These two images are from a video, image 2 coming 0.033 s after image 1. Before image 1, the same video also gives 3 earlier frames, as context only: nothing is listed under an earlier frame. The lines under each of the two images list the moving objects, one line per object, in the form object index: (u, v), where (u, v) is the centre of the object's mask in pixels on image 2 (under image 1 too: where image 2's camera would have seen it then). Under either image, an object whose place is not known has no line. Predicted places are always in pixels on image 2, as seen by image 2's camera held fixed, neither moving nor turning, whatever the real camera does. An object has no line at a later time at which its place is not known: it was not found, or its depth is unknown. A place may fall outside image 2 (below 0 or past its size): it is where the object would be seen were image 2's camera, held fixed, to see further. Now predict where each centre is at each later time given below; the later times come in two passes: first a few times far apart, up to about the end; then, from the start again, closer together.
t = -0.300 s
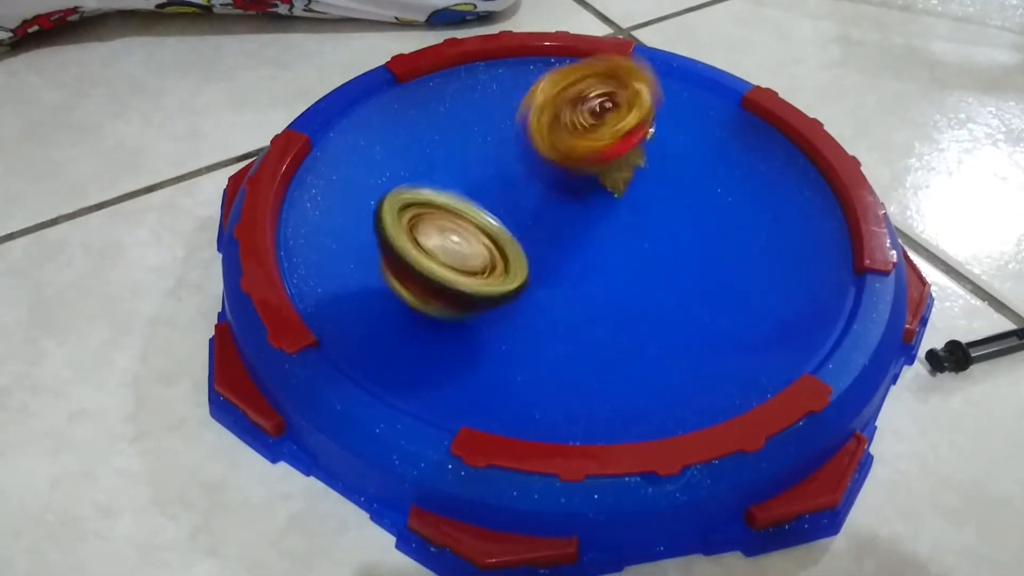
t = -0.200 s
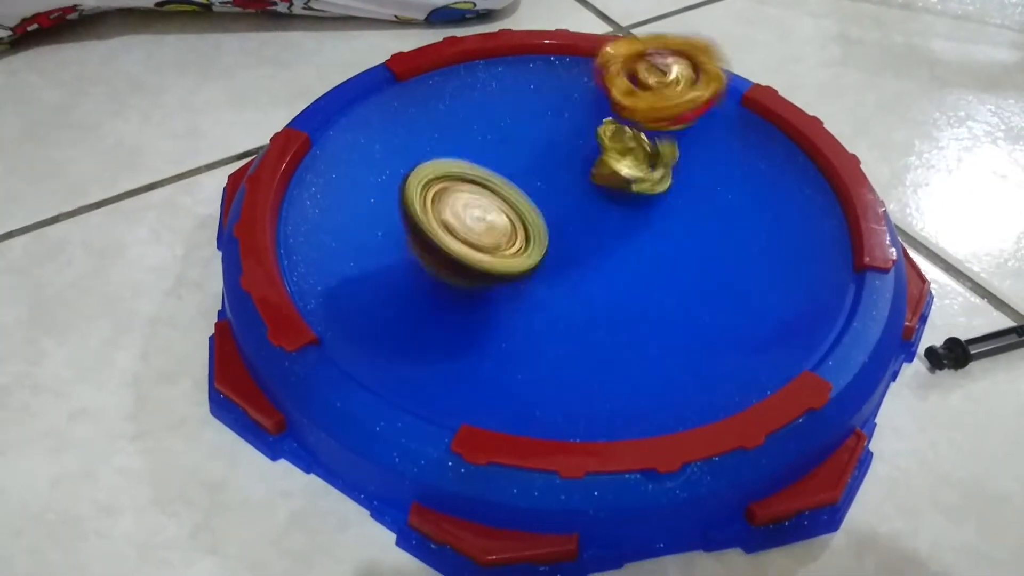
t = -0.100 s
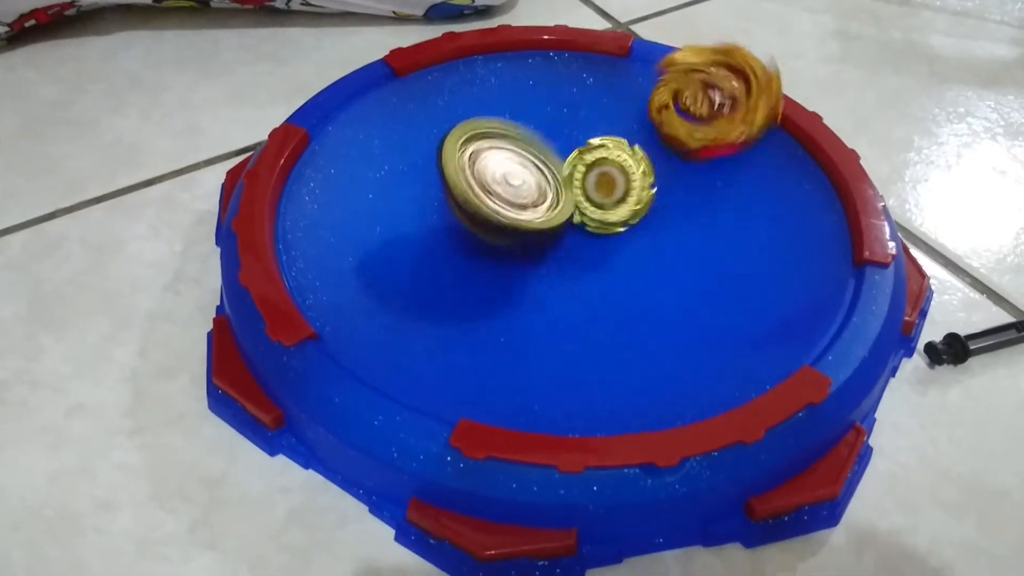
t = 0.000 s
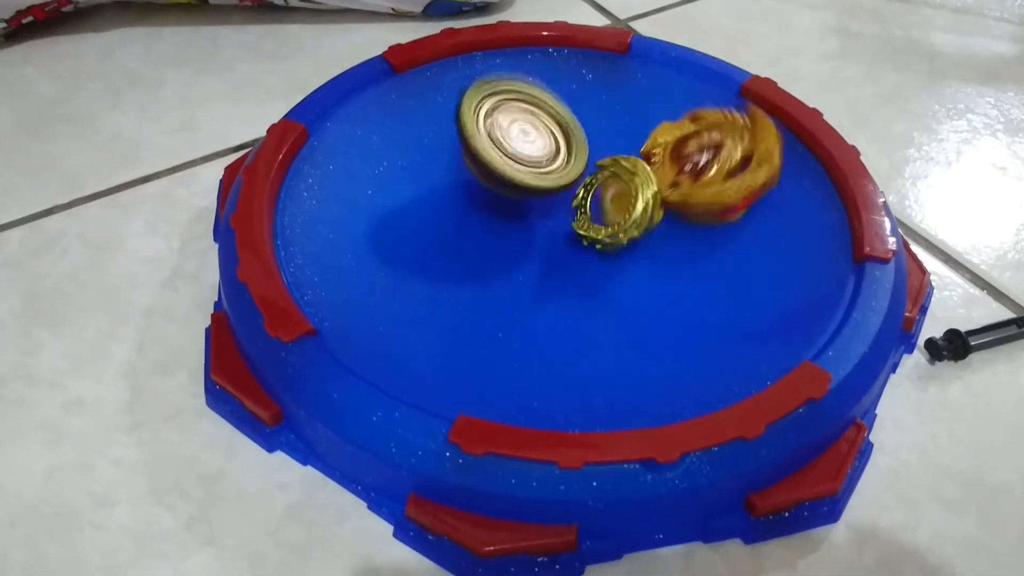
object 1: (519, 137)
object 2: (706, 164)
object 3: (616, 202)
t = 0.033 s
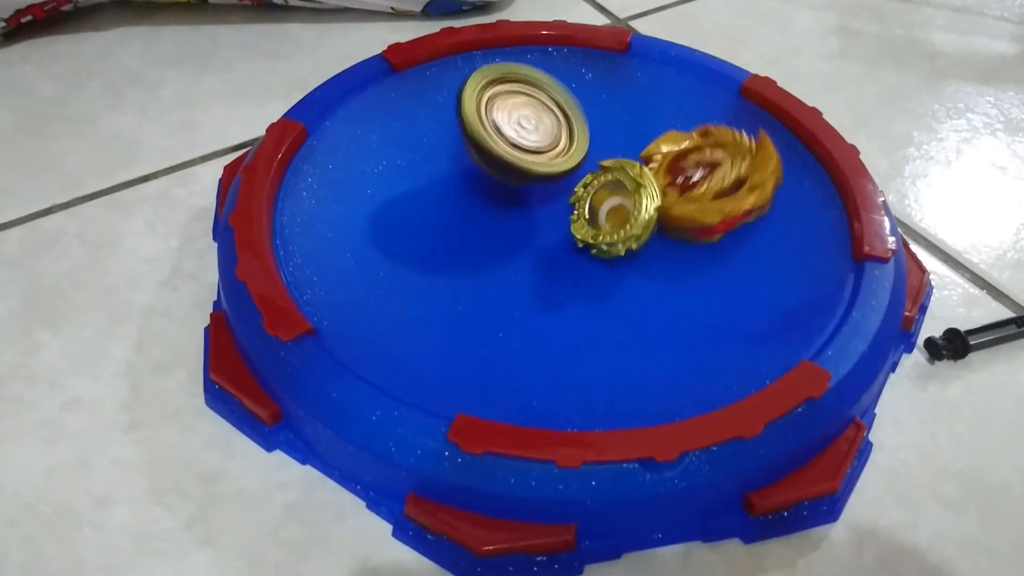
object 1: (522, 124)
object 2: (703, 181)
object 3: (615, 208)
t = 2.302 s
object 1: (566, 180)
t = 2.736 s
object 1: (561, 185)
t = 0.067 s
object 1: (525, 114)
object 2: (697, 189)
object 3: (611, 217)
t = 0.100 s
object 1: (531, 107)
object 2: (693, 196)
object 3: (604, 226)
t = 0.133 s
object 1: (537, 102)
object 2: (689, 200)
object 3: (598, 230)
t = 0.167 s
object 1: (542, 99)
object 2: (685, 200)
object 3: (593, 231)
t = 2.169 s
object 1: (564, 172)
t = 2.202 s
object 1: (562, 174)
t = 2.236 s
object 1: (565, 175)
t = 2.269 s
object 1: (567, 177)
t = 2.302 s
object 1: (566, 180)
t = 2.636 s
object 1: (563, 186)
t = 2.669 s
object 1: (561, 186)
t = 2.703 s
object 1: (561, 185)
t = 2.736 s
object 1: (561, 185)
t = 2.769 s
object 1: (559, 184)
